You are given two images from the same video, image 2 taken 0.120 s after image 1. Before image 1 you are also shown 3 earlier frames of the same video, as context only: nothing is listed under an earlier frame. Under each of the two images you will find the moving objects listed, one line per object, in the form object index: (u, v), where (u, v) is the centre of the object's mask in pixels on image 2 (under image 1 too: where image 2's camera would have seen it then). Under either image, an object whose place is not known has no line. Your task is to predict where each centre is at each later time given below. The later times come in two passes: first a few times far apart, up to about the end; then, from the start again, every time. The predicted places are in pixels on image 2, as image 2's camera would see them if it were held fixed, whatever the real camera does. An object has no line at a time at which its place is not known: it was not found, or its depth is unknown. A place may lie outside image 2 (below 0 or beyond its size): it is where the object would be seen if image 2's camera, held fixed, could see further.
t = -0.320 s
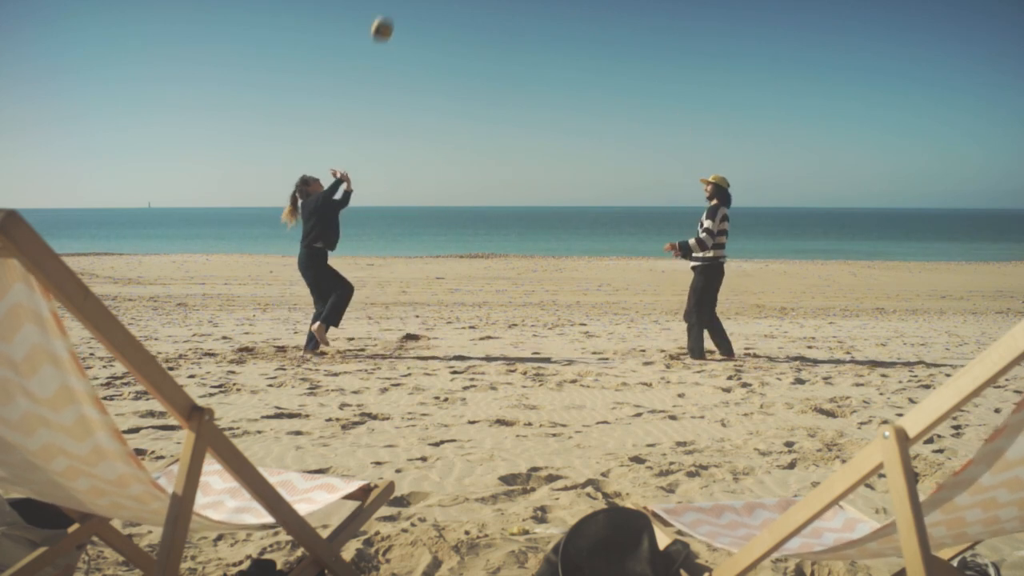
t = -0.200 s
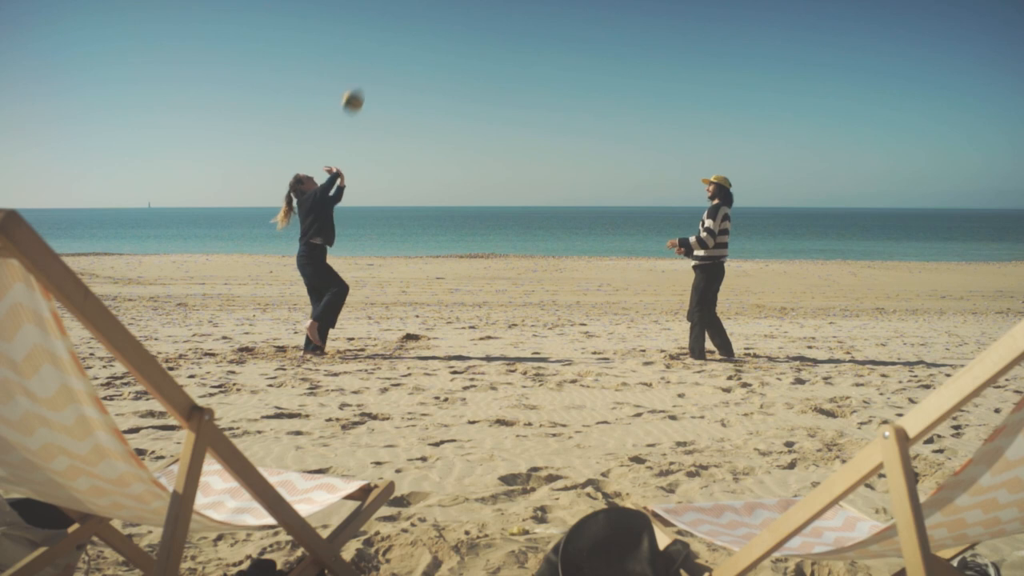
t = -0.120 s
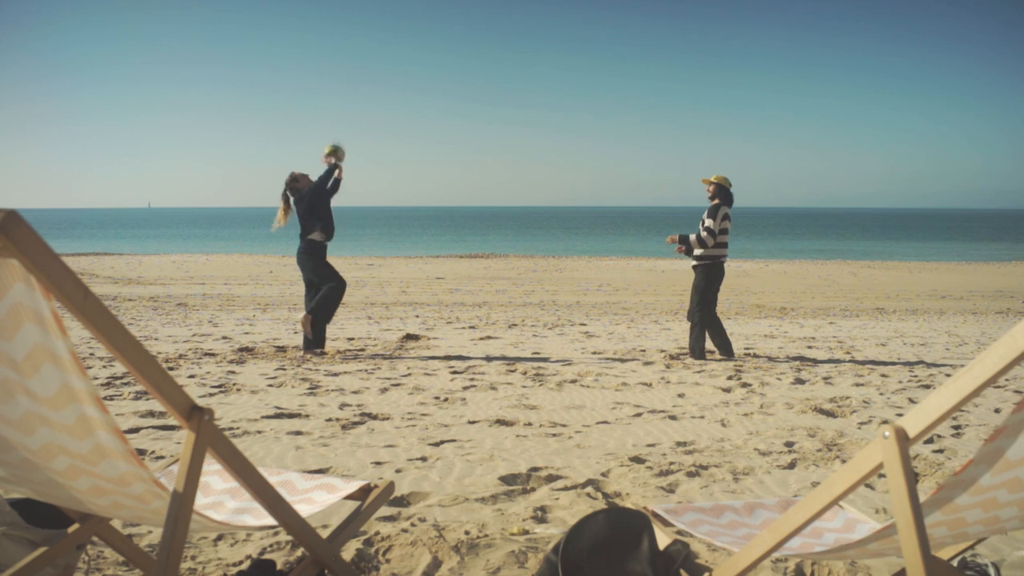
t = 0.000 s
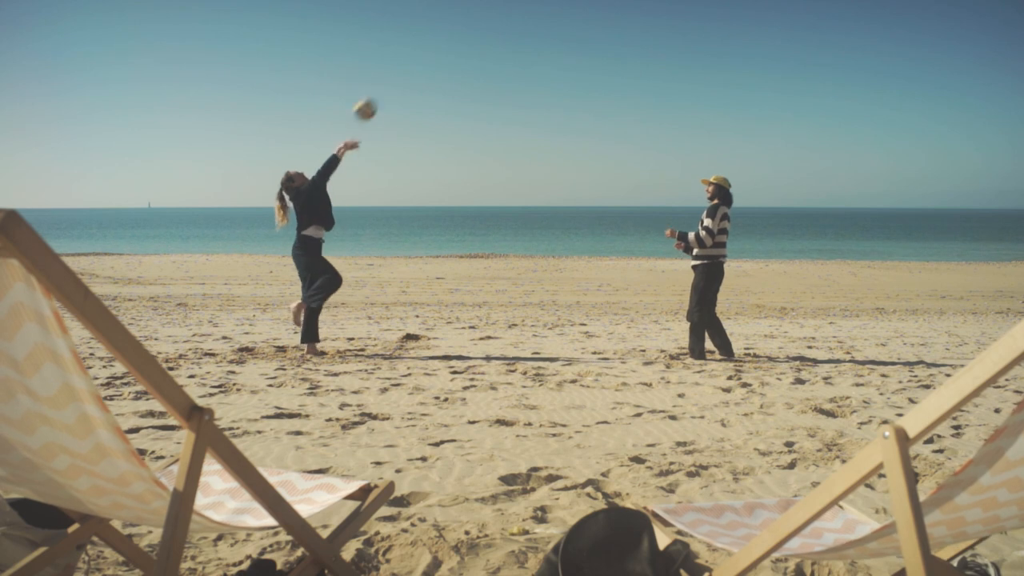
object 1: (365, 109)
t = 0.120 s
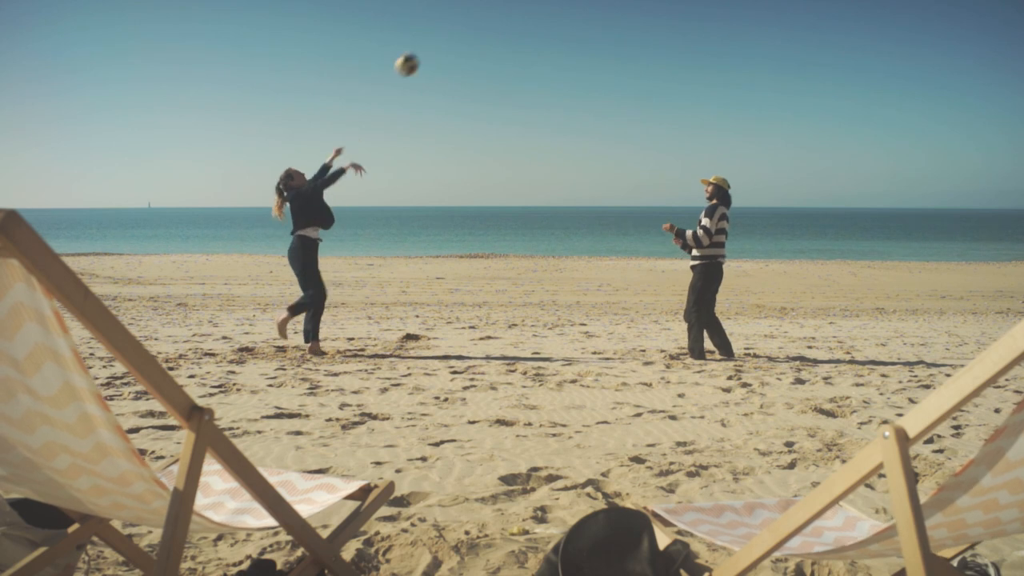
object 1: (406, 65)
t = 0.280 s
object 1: (461, 28)
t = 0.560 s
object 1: (550, 27)
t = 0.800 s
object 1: (620, 86)
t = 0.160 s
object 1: (421, 53)
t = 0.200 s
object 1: (434, 43)
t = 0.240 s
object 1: (448, 35)
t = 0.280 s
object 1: (461, 28)
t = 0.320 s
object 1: (474, 24)
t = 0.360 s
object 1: (487, 20)
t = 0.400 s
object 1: (500, 19)
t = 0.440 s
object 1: (512, 18)
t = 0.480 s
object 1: (526, 20)
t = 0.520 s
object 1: (538, 23)
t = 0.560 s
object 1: (550, 27)
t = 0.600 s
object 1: (562, 33)
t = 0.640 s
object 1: (574, 41)
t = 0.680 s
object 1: (585, 50)
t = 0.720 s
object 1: (598, 61)
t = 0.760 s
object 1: (609, 73)
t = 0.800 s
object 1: (620, 86)
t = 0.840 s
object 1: (631, 101)
